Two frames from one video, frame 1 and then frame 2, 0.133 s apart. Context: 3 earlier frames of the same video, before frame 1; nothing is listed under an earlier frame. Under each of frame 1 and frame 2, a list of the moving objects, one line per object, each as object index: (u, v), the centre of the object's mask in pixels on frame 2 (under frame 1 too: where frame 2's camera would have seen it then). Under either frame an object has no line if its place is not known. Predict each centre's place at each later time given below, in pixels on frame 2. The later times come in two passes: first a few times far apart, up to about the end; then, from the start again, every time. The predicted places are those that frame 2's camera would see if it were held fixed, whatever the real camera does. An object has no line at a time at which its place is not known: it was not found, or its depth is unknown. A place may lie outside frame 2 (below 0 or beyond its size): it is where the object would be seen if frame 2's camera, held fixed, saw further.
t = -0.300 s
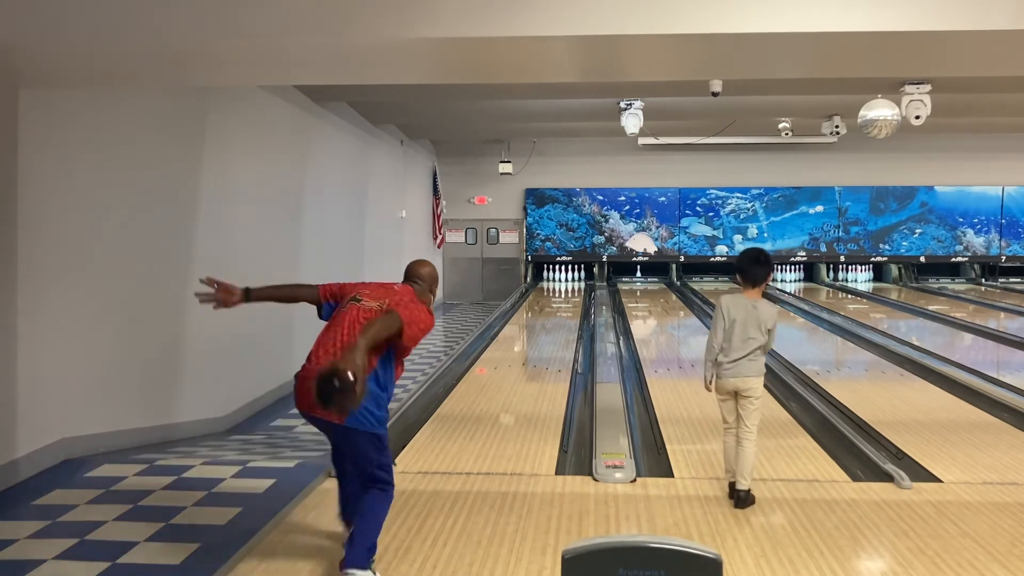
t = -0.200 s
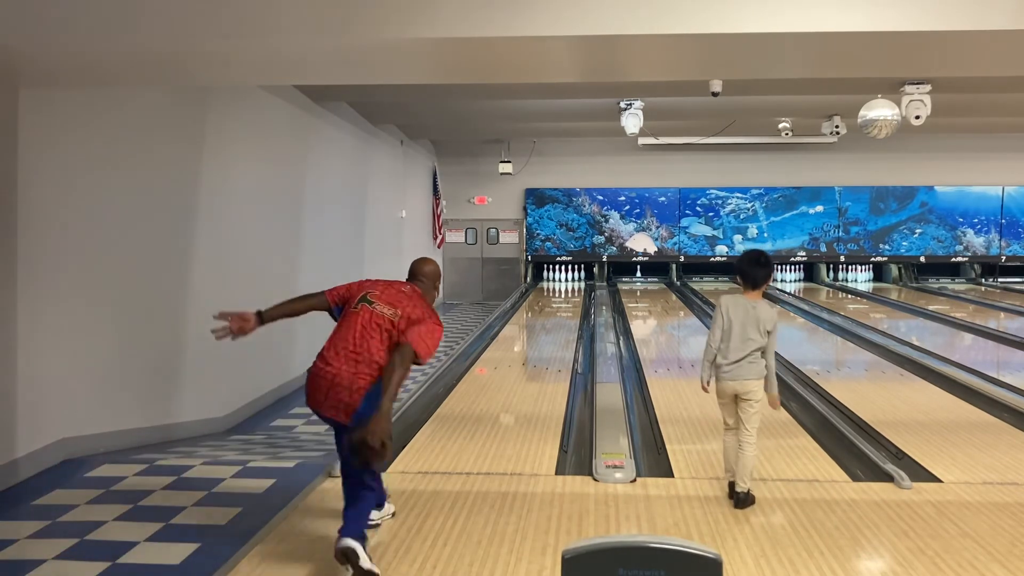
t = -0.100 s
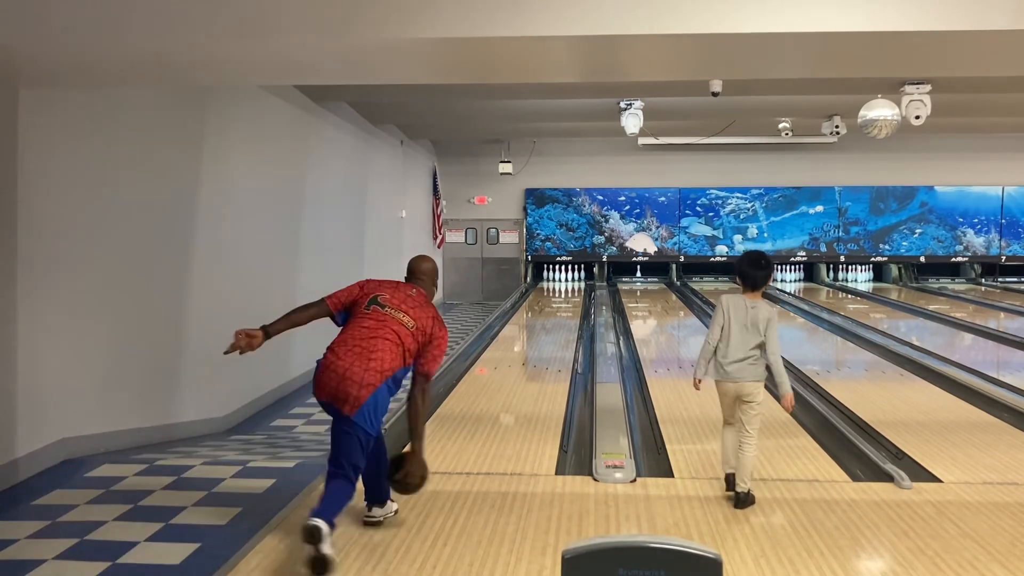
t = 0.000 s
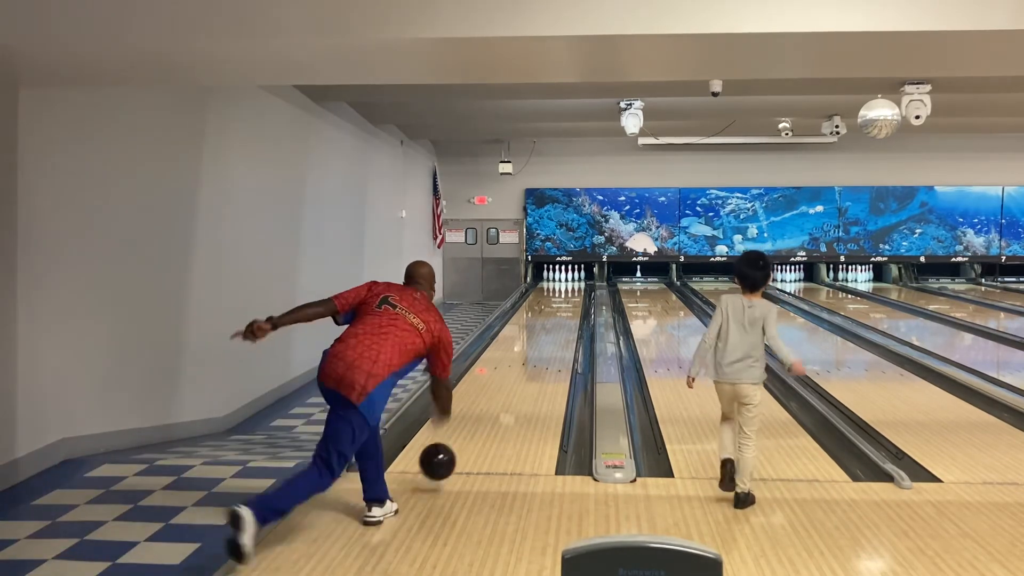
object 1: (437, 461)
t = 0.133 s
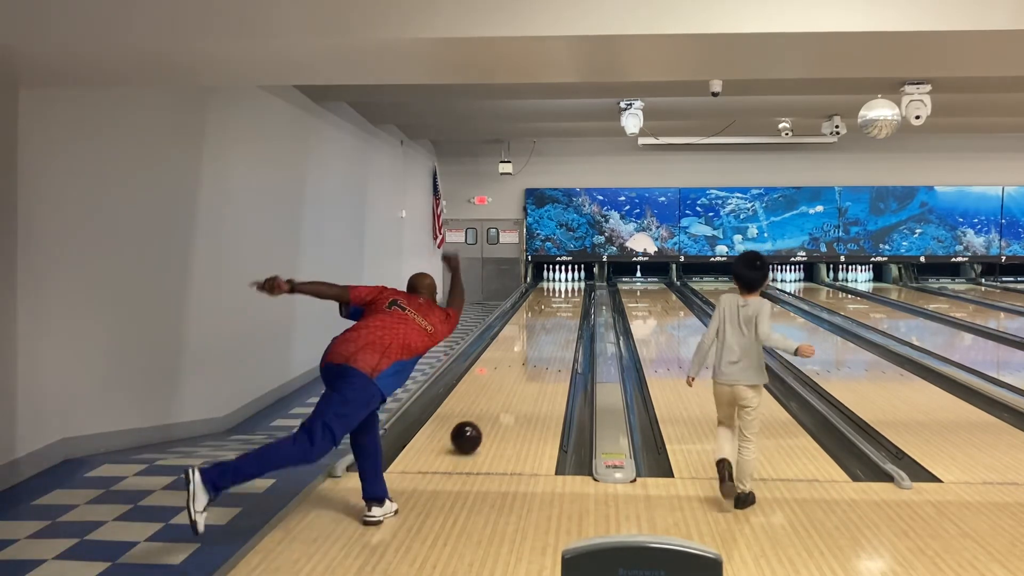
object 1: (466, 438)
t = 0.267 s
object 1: (487, 410)
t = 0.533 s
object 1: (516, 370)
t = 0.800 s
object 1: (534, 345)
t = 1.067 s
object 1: (548, 326)
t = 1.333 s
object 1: (558, 312)
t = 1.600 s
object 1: (565, 302)
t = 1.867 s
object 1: (569, 293)
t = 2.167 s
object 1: (570, 285)
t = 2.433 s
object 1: (567, 281)
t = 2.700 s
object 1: (563, 277)
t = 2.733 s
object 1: (561, 276)
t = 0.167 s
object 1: (472, 430)
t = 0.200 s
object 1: (477, 423)
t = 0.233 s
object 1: (482, 416)
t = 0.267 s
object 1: (487, 410)
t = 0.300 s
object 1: (491, 404)
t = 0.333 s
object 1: (496, 398)
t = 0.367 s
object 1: (499, 393)
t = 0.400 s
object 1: (503, 388)
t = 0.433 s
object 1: (507, 383)
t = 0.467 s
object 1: (510, 379)
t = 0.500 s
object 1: (514, 375)
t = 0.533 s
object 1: (516, 370)
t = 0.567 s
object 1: (519, 364)
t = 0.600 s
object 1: (522, 361)
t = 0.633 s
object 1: (524, 359)
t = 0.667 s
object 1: (526, 356)
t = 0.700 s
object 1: (528, 353)
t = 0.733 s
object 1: (531, 351)
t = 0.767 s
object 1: (533, 348)
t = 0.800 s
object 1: (534, 345)
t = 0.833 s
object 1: (537, 342)
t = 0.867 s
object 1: (539, 340)
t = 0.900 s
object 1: (540, 337)
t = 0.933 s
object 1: (542, 335)
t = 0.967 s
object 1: (543, 333)
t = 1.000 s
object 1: (545, 331)
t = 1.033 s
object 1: (547, 328)
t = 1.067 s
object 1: (548, 326)
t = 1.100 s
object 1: (549, 324)
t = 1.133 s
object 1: (551, 323)
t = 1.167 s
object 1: (552, 320)
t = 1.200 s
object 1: (553, 319)
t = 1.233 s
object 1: (554, 317)
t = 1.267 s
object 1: (555, 315)
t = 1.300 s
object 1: (556, 314)
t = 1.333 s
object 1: (558, 312)
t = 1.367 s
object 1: (559, 311)
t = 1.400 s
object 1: (559, 309)
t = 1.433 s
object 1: (560, 308)
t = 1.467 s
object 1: (561, 307)
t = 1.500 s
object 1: (562, 305)
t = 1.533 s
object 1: (563, 304)
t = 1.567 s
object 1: (564, 303)
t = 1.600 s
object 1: (565, 302)
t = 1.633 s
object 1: (565, 301)
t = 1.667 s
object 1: (566, 299)
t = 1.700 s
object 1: (566, 298)
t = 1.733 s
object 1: (567, 297)
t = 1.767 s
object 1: (567, 296)
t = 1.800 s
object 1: (568, 295)
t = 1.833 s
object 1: (569, 294)
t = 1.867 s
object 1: (569, 293)
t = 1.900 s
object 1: (569, 292)
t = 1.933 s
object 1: (570, 292)
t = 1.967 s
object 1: (570, 290)
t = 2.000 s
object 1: (570, 289)
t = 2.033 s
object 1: (570, 289)
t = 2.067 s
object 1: (571, 288)
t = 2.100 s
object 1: (571, 287)
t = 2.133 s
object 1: (570, 286)
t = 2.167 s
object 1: (570, 285)
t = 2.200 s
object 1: (570, 284)
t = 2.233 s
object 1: (570, 284)
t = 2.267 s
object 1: (569, 284)
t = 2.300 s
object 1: (569, 283)
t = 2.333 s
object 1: (568, 282)
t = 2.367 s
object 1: (568, 282)
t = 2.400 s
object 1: (568, 281)
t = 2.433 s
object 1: (567, 281)
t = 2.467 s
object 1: (567, 280)
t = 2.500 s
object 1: (566, 279)
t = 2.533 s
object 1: (565, 278)
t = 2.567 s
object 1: (564, 278)
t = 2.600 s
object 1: (564, 278)
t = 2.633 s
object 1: (563, 278)
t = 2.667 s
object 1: (563, 277)
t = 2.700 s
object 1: (563, 277)
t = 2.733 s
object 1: (561, 276)
